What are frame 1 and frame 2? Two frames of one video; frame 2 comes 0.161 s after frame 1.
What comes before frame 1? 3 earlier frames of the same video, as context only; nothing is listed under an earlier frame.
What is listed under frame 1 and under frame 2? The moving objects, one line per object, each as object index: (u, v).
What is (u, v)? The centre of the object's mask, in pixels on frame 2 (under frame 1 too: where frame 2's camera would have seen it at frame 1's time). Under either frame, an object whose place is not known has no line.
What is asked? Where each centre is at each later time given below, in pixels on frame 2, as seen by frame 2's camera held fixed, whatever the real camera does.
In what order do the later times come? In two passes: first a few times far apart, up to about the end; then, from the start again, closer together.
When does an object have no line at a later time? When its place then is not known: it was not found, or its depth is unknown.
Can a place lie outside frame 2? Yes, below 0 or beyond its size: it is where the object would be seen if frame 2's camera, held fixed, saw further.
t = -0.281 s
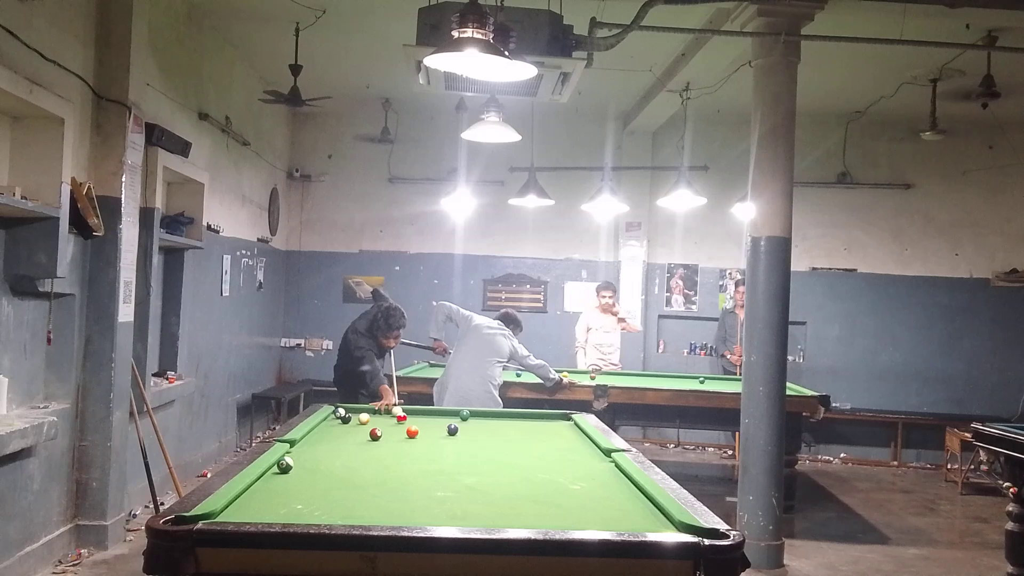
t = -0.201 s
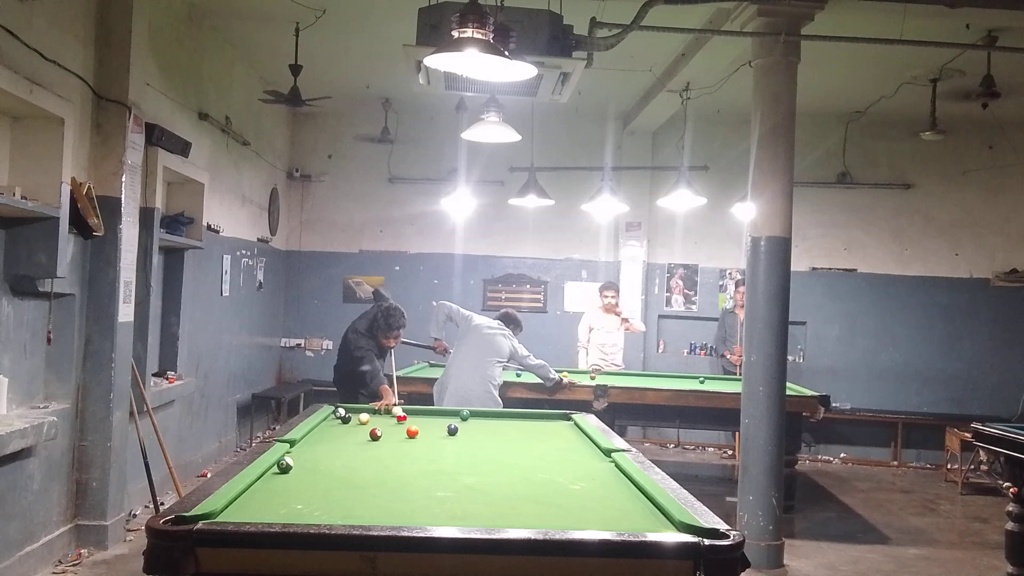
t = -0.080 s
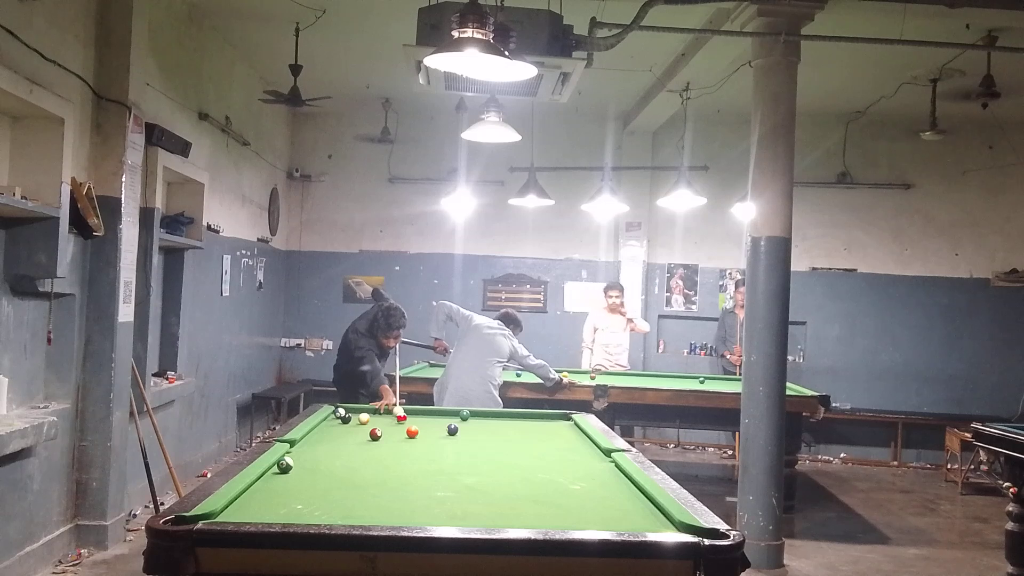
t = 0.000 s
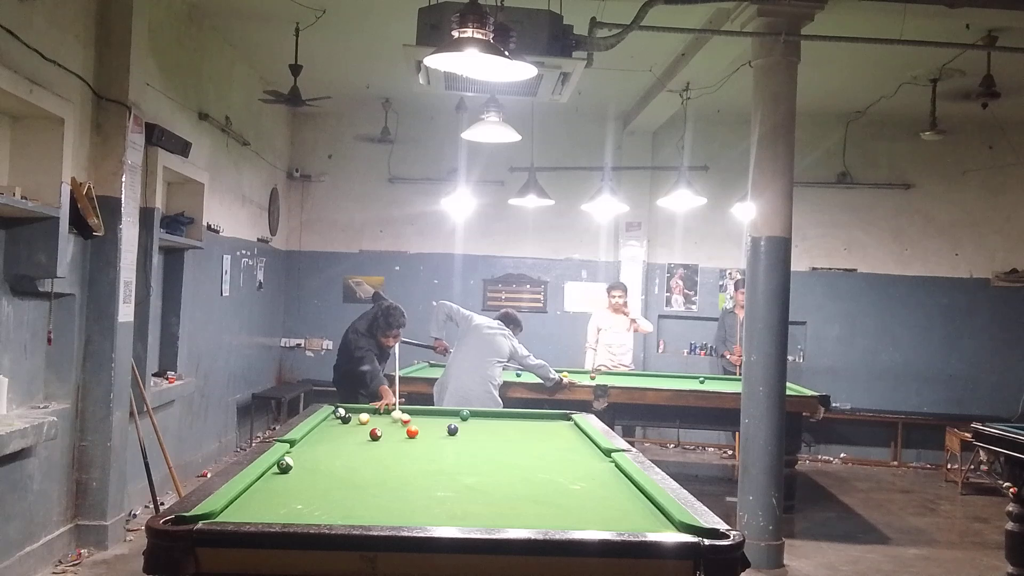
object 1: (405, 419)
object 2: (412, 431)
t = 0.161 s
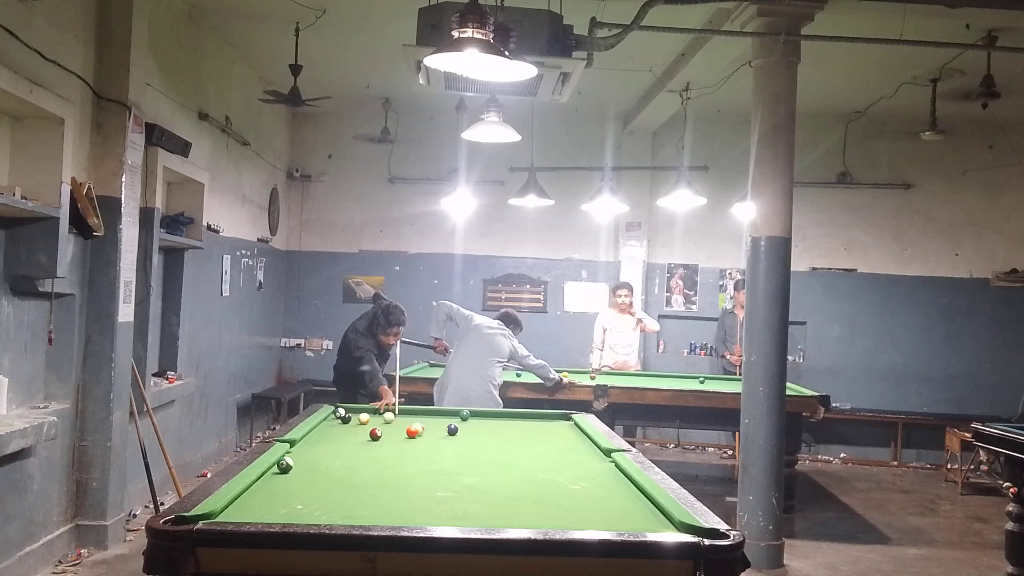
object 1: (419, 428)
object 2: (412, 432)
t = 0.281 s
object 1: (438, 433)
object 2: (400, 434)
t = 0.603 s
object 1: (497, 443)
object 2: (368, 441)
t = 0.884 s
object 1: (550, 453)
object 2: (339, 448)
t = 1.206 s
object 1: (607, 464)
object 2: (303, 455)
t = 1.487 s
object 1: (578, 470)
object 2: (292, 458)
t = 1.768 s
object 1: (548, 474)
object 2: (299, 462)
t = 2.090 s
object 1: (514, 480)
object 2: (307, 463)
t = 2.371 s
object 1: (485, 485)
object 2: (311, 464)
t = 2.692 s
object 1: (452, 491)
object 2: (313, 464)
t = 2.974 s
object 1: (423, 497)
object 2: (313, 464)
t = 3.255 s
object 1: (396, 502)
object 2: (313, 464)
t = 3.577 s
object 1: (367, 508)
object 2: (313, 464)
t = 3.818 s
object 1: (347, 511)
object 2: (313, 464)
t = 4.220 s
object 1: (320, 514)
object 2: (313, 464)
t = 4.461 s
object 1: (305, 514)
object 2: (313, 464)
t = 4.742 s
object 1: (298, 513)
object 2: (313, 464)
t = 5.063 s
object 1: (293, 512)
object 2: (313, 465)
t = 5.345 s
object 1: (289, 511)
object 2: (313, 464)
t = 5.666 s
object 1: (287, 511)
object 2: (313, 465)
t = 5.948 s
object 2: (313, 465)
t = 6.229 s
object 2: (313, 465)
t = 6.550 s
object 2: (313, 465)
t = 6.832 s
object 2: (313, 465)
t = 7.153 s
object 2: (313, 465)
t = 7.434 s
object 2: (313, 465)
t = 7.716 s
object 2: (313, 465)
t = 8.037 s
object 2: (313, 465)
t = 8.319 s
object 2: (313, 465)
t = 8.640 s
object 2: (313, 465)
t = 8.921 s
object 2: (313, 465)
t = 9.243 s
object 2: (313, 464)
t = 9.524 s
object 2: (313, 464)
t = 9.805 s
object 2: (313, 464)
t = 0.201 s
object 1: (424, 430)
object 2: (409, 432)
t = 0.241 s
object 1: (432, 432)
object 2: (404, 433)
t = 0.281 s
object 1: (438, 433)
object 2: (400, 434)
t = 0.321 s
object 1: (445, 435)
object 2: (396, 435)
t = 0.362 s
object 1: (452, 436)
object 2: (392, 435)
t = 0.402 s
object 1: (460, 437)
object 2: (388, 437)
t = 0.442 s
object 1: (467, 438)
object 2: (385, 438)
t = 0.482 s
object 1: (474, 439)
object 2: (381, 438)
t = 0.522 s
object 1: (482, 441)
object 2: (376, 440)
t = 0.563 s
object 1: (489, 442)
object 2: (372, 440)
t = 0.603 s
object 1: (497, 443)
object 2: (368, 441)
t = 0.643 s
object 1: (504, 445)
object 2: (364, 442)
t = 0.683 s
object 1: (512, 446)
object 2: (360, 443)
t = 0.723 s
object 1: (519, 448)
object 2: (356, 444)
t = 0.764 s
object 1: (527, 448)
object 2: (351, 445)
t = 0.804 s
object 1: (534, 450)
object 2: (347, 446)
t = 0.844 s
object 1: (543, 451)
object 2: (343, 447)
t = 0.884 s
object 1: (550, 453)
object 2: (339, 448)
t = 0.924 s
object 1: (559, 455)
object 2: (334, 449)
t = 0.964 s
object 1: (566, 456)
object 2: (330, 449)
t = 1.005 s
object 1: (575, 457)
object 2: (325, 450)
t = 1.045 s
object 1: (583, 459)
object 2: (321, 451)
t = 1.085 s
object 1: (592, 461)
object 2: (316, 452)
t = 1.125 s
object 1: (599, 462)
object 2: (312, 453)
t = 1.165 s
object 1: (608, 464)
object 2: (308, 454)
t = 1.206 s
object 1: (607, 464)
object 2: (303, 455)
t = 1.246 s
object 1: (603, 466)
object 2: (298, 456)
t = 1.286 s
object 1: (599, 466)
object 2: (294, 456)
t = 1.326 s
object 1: (595, 467)
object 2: (290, 455)
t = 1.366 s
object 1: (591, 467)
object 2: (285, 455)
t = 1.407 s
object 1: (586, 468)
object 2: (288, 456)
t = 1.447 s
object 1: (583, 469)
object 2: (290, 457)
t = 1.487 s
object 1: (578, 470)
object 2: (292, 458)
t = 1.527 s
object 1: (574, 470)
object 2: (293, 460)
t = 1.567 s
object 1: (569, 470)
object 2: (294, 461)
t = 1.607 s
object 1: (565, 471)
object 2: (295, 461)
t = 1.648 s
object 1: (561, 472)
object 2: (296, 462)
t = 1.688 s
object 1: (557, 473)
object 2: (297, 461)
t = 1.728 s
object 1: (553, 474)
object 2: (298, 462)
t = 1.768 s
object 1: (548, 474)
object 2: (299, 462)
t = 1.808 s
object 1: (544, 475)
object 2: (300, 462)
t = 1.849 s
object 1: (539, 475)
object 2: (301, 462)
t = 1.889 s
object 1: (536, 476)
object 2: (302, 462)
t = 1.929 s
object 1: (531, 477)
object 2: (303, 462)
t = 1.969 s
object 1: (527, 478)
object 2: (304, 462)
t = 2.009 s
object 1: (523, 479)
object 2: (305, 463)
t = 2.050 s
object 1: (518, 479)
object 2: (306, 463)
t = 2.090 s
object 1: (514, 480)
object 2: (307, 463)
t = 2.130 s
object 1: (510, 480)
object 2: (308, 463)
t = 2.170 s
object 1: (506, 482)
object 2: (308, 463)
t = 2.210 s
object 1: (502, 482)
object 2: (309, 463)
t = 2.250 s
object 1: (497, 483)
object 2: (310, 463)
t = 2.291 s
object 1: (493, 484)
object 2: (310, 463)
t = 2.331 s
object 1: (489, 485)
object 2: (311, 464)
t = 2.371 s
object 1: (485, 485)
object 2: (311, 464)
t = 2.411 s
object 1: (480, 486)
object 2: (312, 464)
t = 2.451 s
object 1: (476, 487)
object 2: (312, 464)
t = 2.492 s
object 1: (472, 487)
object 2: (312, 464)
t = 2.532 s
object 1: (468, 488)
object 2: (313, 464)
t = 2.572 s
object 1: (464, 489)
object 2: (313, 464)
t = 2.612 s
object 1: (459, 490)
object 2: (313, 464)
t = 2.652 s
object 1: (455, 491)
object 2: (313, 464)
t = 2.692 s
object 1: (452, 491)
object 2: (313, 464)
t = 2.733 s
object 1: (448, 492)
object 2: (313, 464)
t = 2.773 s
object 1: (444, 493)
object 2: (313, 464)
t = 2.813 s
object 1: (440, 493)
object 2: (313, 464)
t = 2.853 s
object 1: (436, 494)
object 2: (313, 464)
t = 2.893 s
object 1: (431, 496)
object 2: (313, 464)
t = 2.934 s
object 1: (427, 496)
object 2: (313, 464)
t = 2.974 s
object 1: (423, 497)
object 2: (313, 464)
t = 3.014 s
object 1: (420, 497)
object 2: (313, 464)
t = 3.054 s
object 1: (416, 498)
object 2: (313, 464)
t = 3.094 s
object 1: (412, 499)
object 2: (313, 464)
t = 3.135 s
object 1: (408, 500)
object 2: (313, 464)
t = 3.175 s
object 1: (404, 500)
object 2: (313, 464)
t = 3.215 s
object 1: (400, 501)
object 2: (313, 464)
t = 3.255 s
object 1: (396, 502)
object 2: (313, 464)
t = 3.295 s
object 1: (392, 502)
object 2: (313, 464)
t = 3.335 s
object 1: (388, 504)
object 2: (313, 464)
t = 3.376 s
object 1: (385, 504)
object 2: (313, 464)
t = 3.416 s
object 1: (382, 505)
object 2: (313, 464)
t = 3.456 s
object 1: (378, 506)
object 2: (313, 464)
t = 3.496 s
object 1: (374, 506)
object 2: (313, 464)
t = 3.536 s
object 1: (371, 507)
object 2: (313, 464)
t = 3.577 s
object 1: (367, 508)
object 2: (313, 464)
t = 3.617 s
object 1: (364, 508)
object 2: (313, 464)
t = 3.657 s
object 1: (360, 509)
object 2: (313, 464)
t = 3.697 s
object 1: (357, 509)
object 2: (313, 464)
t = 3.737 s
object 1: (354, 509)
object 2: (313, 464)
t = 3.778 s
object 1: (350, 510)
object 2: (313, 464)
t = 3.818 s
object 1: (347, 511)
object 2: (313, 464)
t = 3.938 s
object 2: (312, 464)
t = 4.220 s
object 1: (320, 514)
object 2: (313, 464)
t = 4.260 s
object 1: (315, 514)
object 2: (313, 464)
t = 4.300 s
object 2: (313, 465)
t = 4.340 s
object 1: (309, 514)
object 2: (313, 464)
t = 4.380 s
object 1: (308, 514)
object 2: (313, 464)
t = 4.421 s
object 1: (307, 514)
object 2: (313, 464)
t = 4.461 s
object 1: (305, 514)
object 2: (313, 464)
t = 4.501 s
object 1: (304, 514)
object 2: (313, 464)
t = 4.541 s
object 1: (302, 513)
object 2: (313, 464)
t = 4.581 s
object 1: (302, 513)
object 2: (313, 464)
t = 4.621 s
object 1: (301, 513)
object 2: (313, 464)
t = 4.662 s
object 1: (300, 513)
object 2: (313, 464)
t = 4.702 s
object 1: (299, 513)
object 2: (313, 464)
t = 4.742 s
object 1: (298, 513)
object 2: (313, 464)
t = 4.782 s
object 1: (297, 513)
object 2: (313, 464)
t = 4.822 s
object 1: (297, 512)
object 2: (313, 464)
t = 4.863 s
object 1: (296, 512)
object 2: (313, 464)
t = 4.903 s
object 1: (295, 512)
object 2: (313, 465)
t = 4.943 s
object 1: (295, 512)
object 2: (313, 465)
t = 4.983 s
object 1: (294, 512)
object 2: (313, 465)
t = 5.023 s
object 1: (294, 512)
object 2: (313, 464)
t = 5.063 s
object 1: (293, 512)
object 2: (313, 465)
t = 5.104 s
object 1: (292, 512)
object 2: (313, 464)
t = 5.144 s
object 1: (292, 512)
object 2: (313, 464)
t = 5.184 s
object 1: (291, 512)
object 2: (313, 465)
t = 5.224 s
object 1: (290, 512)
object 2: (313, 465)
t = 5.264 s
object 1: (290, 511)
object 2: (313, 465)
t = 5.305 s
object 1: (289, 512)
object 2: (313, 464)
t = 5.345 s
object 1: (289, 511)
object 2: (313, 464)
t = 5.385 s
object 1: (288, 511)
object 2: (313, 464)
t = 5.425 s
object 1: (288, 511)
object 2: (313, 464)
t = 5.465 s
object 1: (288, 511)
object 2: (313, 465)
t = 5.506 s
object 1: (287, 512)
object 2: (313, 464)
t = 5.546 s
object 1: (287, 511)
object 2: (313, 465)
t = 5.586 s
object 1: (288, 511)
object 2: (313, 465)
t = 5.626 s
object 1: (287, 511)
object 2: (313, 465)
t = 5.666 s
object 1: (287, 511)
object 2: (313, 465)
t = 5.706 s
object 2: (313, 465)
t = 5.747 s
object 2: (313, 465)
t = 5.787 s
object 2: (313, 465)
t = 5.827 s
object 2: (313, 465)
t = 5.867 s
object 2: (313, 465)
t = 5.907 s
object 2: (313, 465)
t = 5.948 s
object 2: (313, 465)
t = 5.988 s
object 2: (313, 465)
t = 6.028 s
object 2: (313, 465)
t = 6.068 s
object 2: (313, 465)
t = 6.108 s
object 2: (313, 465)
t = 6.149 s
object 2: (313, 465)
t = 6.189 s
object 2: (313, 465)
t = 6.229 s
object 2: (313, 465)
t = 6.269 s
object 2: (313, 465)
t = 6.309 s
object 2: (313, 465)
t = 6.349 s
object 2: (313, 465)
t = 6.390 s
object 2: (313, 465)
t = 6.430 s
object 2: (313, 465)
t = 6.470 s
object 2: (313, 465)
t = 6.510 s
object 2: (313, 465)
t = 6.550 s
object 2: (313, 465)
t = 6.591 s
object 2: (313, 465)
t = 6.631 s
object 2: (313, 465)
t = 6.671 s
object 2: (313, 465)
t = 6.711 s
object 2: (313, 465)
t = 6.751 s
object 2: (313, 465)
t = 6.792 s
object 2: (313, 465)
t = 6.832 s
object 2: (313, 465)
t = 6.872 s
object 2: (313, 465)
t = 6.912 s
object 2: (313, 465)
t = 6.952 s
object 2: (313, 465)
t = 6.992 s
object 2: (313, 464)
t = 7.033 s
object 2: (313, 465)
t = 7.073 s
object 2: (313, 465)
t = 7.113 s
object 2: (313, 465)
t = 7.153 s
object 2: (313, 465)
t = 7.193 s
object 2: (313, 465)
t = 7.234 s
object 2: (313, 465)
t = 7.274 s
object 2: (313, 465)
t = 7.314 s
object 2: (313, 465)
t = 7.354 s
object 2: (313, 465)
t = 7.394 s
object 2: (313, 465)
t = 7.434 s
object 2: (313, 465)
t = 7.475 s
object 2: (313, 465)
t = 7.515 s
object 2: (313, 465)
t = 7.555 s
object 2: (313, 465)
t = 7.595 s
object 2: (313, 465)
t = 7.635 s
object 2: (313, 465)
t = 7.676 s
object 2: (313, 465)
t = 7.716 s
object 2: (313, 465)
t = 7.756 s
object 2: (313, 465)
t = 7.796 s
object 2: (313, 465)
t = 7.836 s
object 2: (313, 465)
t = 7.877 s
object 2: (313, 465)
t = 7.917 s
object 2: (313, 465)
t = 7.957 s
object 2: (313, 465)
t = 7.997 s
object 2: (313, 465)
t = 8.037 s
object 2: (313, 465)
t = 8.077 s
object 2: (313, 465)
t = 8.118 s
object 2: (313, 465)
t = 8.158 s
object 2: (313, 465)
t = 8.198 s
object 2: (313, 465)
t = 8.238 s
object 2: (313, 465)
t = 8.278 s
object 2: (313, 465)
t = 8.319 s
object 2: (313, 465)
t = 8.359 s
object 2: (313, 465)
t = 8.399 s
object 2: (313, 465)
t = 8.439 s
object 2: (313, 464)
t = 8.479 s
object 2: (313, 465)
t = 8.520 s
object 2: (313, 465)
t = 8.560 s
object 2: (313, 464)
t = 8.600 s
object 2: (313, 465)
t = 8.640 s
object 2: (313, 465)
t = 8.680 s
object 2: (313, 464)
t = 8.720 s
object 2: (313, 464)
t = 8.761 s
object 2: (313, 464)
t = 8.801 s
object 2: (313, 465)
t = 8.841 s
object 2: (313, 464)
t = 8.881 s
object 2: (313, 465)
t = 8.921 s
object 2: (313, 465)
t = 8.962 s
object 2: (313, 465)
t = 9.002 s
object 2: (313, 465)
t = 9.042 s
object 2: (313, 465)
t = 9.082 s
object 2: (313, 465)
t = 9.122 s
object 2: (313, 465)
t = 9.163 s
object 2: (313, 464)
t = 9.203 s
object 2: (313, 465)
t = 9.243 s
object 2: (313, 464)
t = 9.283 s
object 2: (313, 465)
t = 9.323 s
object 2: (313, 464)
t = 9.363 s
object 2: (313, 464)
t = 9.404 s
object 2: (313, 465)
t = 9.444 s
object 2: (313, 464)
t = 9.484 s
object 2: (313, 464)
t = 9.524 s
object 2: (313, 464)
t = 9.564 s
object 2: (313, 464)
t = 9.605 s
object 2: (313, 464)
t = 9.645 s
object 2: (313, 464)
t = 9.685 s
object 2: (313, 464)
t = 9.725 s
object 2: (313, 464)
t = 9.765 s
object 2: (313, 464)
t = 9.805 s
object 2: (313, 464)
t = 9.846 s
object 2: (313, 465)
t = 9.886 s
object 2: (313, 465)
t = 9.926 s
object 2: (313, 464)
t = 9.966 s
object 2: (313, 465)
